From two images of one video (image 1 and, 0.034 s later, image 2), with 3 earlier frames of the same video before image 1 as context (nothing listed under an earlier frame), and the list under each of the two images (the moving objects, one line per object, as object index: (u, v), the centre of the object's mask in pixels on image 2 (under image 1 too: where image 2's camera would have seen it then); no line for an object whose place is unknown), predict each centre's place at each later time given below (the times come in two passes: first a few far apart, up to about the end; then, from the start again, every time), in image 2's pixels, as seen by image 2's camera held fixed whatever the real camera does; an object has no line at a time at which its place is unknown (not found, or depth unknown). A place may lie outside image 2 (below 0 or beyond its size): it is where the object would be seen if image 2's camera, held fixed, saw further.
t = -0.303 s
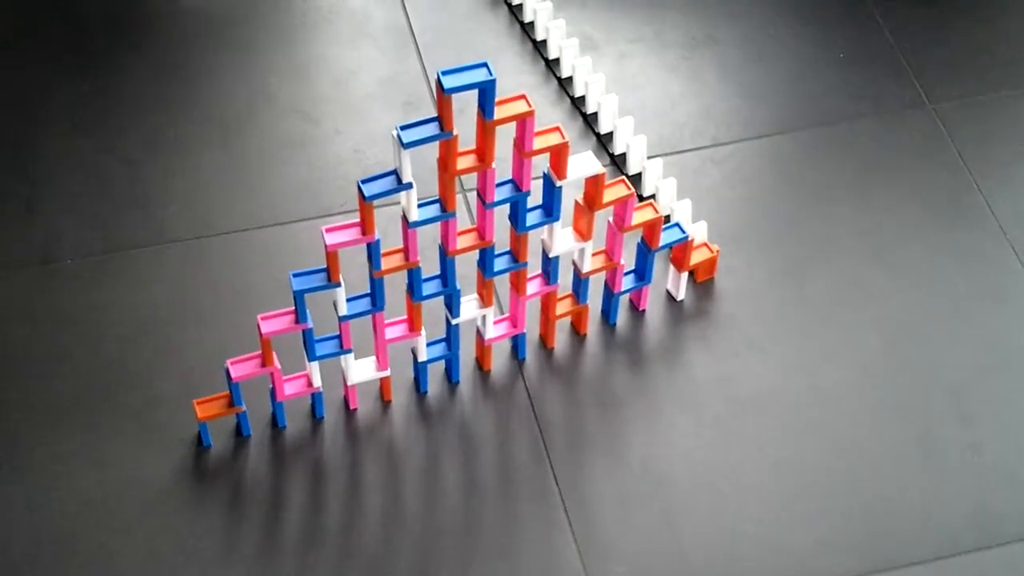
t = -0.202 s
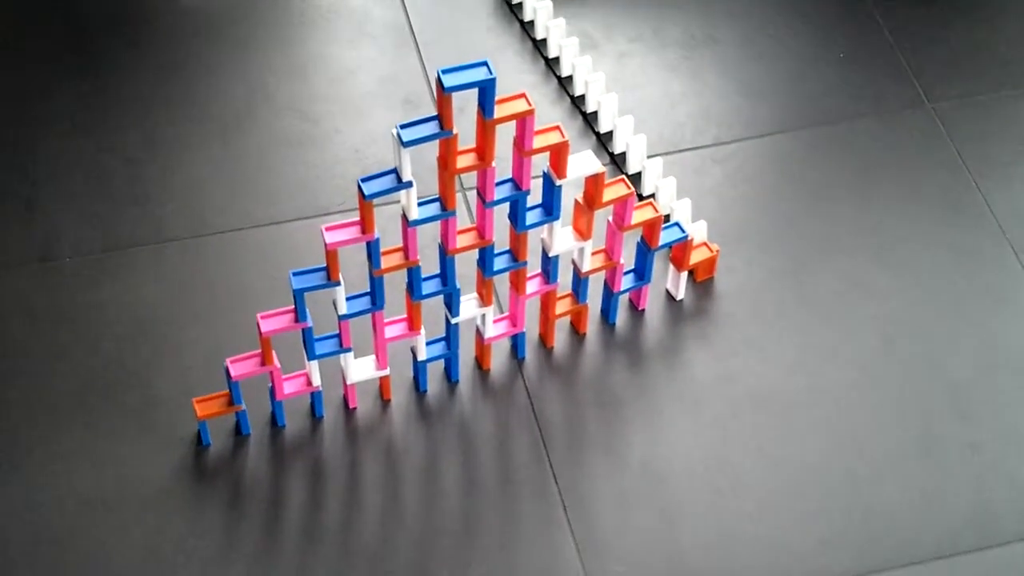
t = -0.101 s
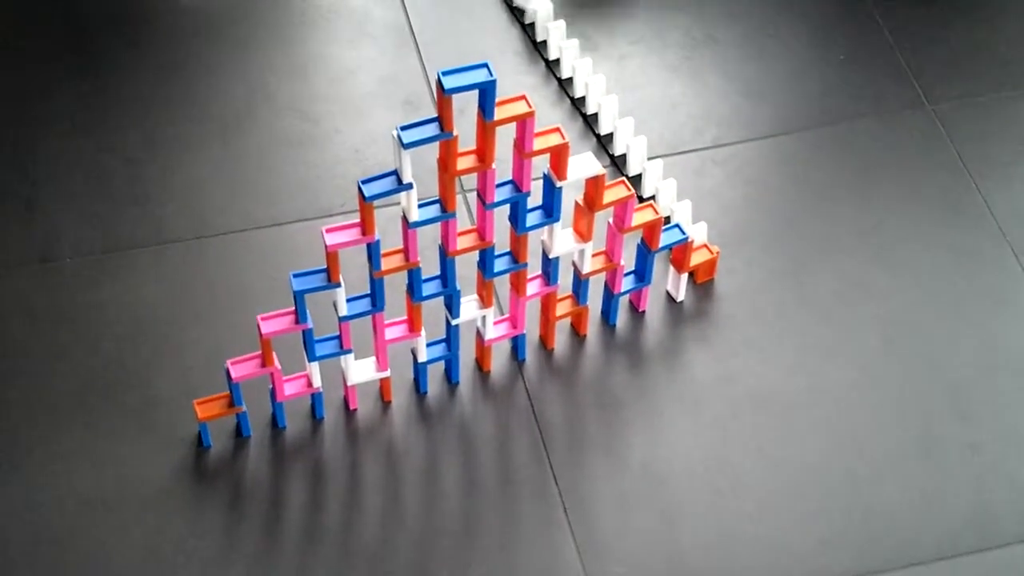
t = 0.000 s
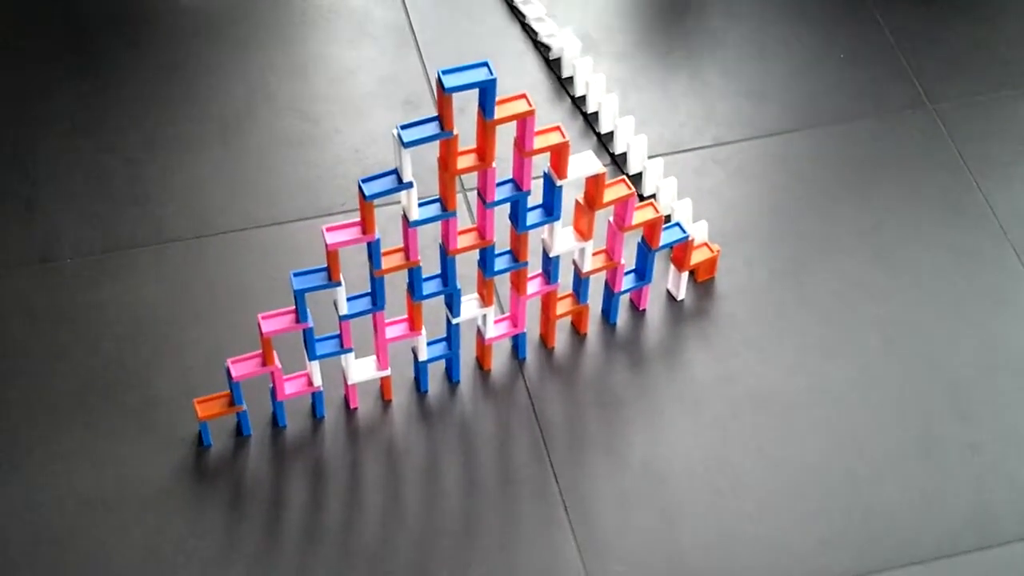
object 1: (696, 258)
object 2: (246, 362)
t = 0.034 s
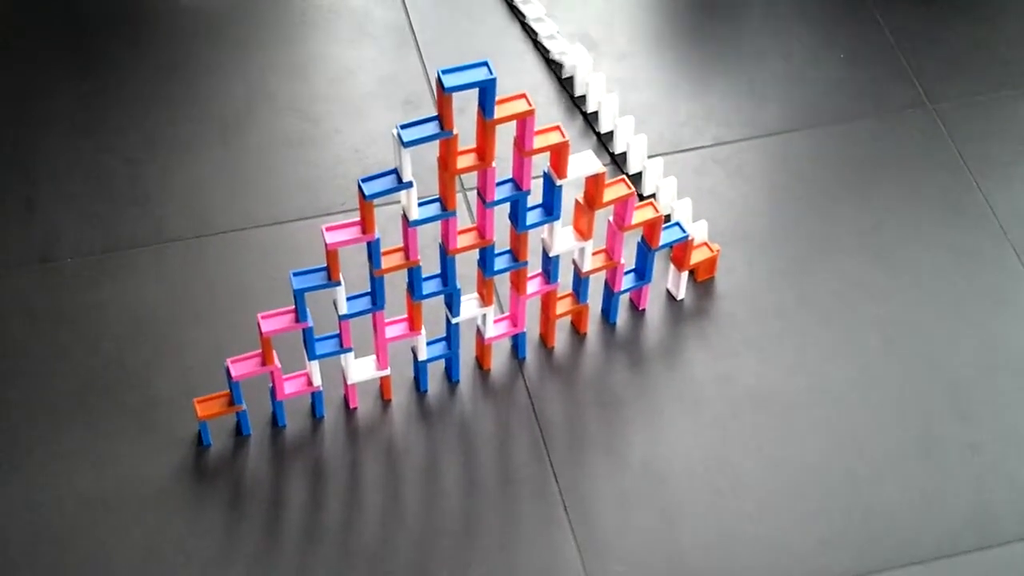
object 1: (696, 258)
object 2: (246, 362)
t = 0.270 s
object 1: (696, 259)
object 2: (246, 361)
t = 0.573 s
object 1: (704, 277)
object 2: (246, 362)
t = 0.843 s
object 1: (720, 298)
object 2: (246, 362)
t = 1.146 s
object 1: (724, 303)
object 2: (246, 362)
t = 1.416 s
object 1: (725, 303)
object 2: (246, 362)
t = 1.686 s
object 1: (726, 307)
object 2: (246, 362)
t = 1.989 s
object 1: (727, 307)
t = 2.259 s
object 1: (727, 307)
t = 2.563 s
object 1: (726, 306)
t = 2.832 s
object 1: (726, 306)
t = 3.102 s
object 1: (726, 306)
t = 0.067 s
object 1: (696, 258)
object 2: (246, 362)
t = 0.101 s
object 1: (696, 258)
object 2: (246, 362)
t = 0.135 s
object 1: (696, 258)
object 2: (246, 362)
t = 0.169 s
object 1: (696, 258)
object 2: (246, 362)
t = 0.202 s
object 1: (696, 258)
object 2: (246, 362)
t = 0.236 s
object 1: (695, 259)
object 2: (246, 362)
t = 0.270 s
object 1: (696, 259)
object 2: (246, 361)
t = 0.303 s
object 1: (696, 258)
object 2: (246, 362)
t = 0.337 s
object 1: (696, 258)
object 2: (246, 362)
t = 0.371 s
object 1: (696, 258)
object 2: (246, 362)
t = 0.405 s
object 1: (696, 259)
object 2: (246, 362)
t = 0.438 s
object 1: (696, 261)
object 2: (246, 362)
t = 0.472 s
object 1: (698, 263)
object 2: (246, 362)
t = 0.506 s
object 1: (703, 270)
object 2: (246, 362)
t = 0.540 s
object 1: (704, 275)
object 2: (246, 362)
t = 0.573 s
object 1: (704, 277)
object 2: (246, 362)
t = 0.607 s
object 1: (705, 279)
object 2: (246, 362)
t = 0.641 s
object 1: (707, 285)
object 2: (246, 362)
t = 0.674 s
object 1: (707, 295)
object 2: (246, 362)
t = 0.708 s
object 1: (706, 302)
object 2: (246, 362)
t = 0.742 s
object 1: (719, 292)
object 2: (246, 362)
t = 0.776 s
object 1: (723, 295)
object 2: (246, 362)
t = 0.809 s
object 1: (721, 296)
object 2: (246, 362)
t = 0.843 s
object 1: (720, 298)
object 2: (246, 362)
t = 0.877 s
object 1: (723, 302)
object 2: (246, 362)
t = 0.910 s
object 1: (723, 303)
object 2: (246, 362)
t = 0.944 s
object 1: (724, 304)
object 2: (246, 362)
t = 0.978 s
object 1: (724, 305)
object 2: (246, 362)
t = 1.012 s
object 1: (724, 304)
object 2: (246, 362)
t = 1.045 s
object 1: (724, 303)
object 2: (246, 362)
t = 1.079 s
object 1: (725, 303)
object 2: (246, 362)
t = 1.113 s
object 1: (724, 303)
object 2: (246, 362)
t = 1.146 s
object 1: (724, 303)
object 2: (246, 362)
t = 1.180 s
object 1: (725, 303)
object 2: (246, 361)
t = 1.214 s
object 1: (725, 303)
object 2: (246, 362)
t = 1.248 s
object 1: (725, 303)
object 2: (246, 362)
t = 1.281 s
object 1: (725, 303)
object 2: (246, 362)
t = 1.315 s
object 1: (725, 303)
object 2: (246, 361)
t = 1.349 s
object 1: (725, 303)
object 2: (246, 362)
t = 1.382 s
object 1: (725, 302)
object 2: (246, 362)
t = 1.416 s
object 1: (725, 303)
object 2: (246, 362)
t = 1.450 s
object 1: (725, 303)
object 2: (246, 361)
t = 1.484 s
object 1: (725, 303)
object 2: (246, 362)
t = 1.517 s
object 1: (726, 304)
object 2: (246, 361)
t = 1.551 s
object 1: (726, 304)
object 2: (246, 362)
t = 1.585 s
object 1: (725, 306)
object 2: (246, 362)
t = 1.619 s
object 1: (725, 306)
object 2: (246, 362)
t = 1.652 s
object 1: (726, 307)
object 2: (246, 362)
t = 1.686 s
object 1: (726, 307)
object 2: (246, 362)
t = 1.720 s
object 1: (726, 307)
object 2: (246, 363)
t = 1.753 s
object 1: (726, 306)
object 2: (246, 363)
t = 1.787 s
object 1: (726, 307)
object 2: (245, 363)
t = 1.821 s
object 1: (726, 307)
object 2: (245, 363)
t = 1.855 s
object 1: (726, 307)
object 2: (245, 363)
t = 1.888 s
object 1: (726, 307)
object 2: (244, 364)
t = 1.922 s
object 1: (726, 307)
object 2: (239, 369)
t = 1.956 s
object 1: (727, 307)
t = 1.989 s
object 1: (727, 307)
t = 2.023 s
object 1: (727, 306)
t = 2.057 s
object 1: (727, 306)
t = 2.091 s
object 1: (726, 306)
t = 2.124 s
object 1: (727, 307)
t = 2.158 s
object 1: (727, 306)
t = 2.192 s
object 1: (726, 307)
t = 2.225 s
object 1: (727, 307)
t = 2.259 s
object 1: (727, 307)
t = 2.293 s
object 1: (727, 307)
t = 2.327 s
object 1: (727, 306)
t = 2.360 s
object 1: (727, 306)
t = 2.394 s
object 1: (726, 306)
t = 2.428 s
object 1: (726, 307)
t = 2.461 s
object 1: (727, 307)
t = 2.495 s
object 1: (727, 306)
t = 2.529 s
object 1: (727, 306)
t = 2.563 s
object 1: (726, 306)
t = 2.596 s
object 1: (726, 306)
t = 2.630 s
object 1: (726, 306)
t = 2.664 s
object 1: (726, 306)
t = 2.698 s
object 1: (726, 307)
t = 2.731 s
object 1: (726, 307)
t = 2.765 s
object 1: (726, 307)
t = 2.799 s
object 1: (726, 307)
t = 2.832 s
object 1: (726, 306)
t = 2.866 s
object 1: (727, 306)
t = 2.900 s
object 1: (726, 306)
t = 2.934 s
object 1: (726, 307)
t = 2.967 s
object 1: (726, 307)
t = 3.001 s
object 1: (726, 307)
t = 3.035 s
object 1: (726, 307)
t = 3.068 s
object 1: (726, 306)
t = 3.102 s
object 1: (726, 306)
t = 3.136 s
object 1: (726, 307)
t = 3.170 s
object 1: (726, 307)
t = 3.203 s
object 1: (726, 307)
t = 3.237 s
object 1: (726, 307)
